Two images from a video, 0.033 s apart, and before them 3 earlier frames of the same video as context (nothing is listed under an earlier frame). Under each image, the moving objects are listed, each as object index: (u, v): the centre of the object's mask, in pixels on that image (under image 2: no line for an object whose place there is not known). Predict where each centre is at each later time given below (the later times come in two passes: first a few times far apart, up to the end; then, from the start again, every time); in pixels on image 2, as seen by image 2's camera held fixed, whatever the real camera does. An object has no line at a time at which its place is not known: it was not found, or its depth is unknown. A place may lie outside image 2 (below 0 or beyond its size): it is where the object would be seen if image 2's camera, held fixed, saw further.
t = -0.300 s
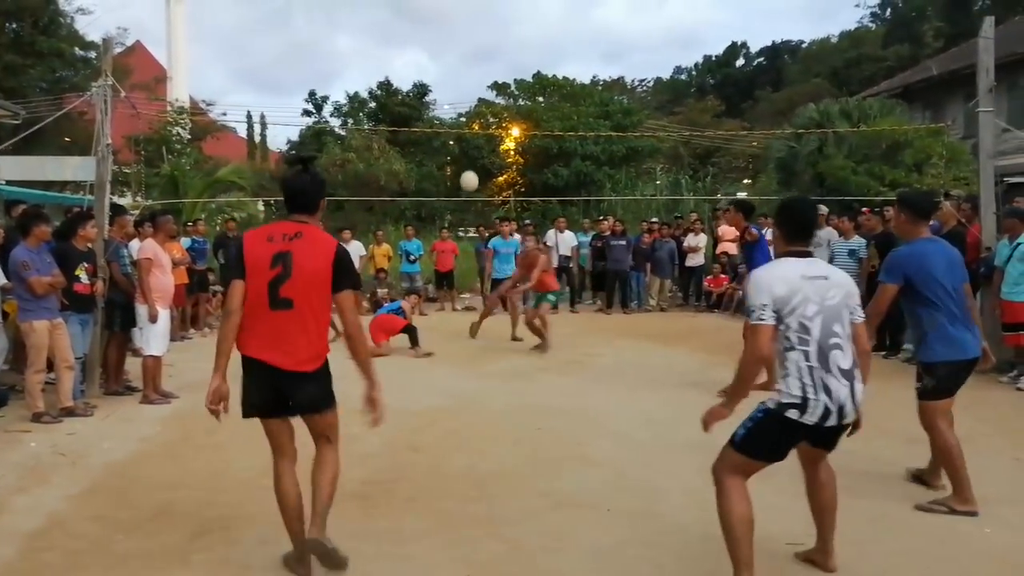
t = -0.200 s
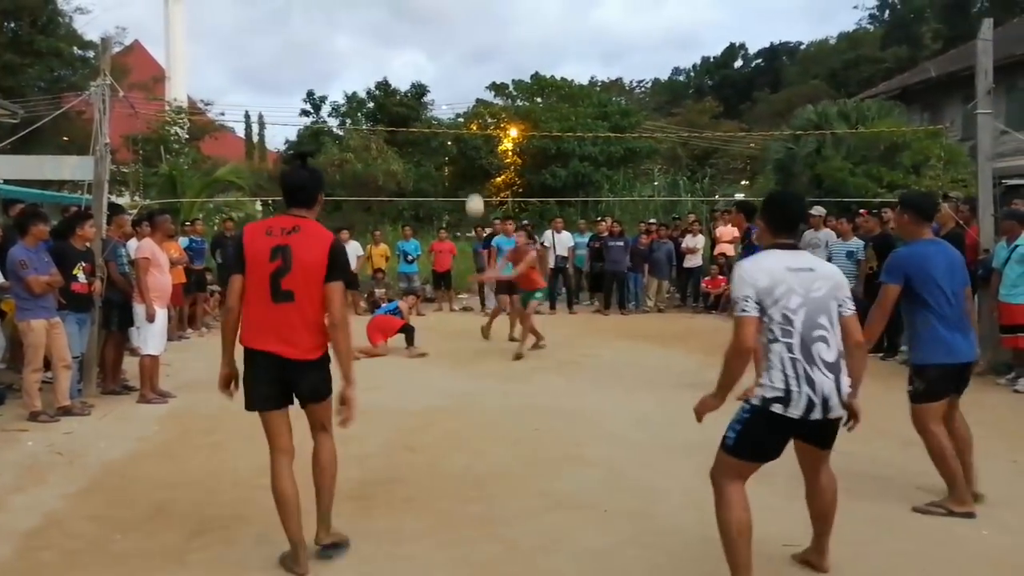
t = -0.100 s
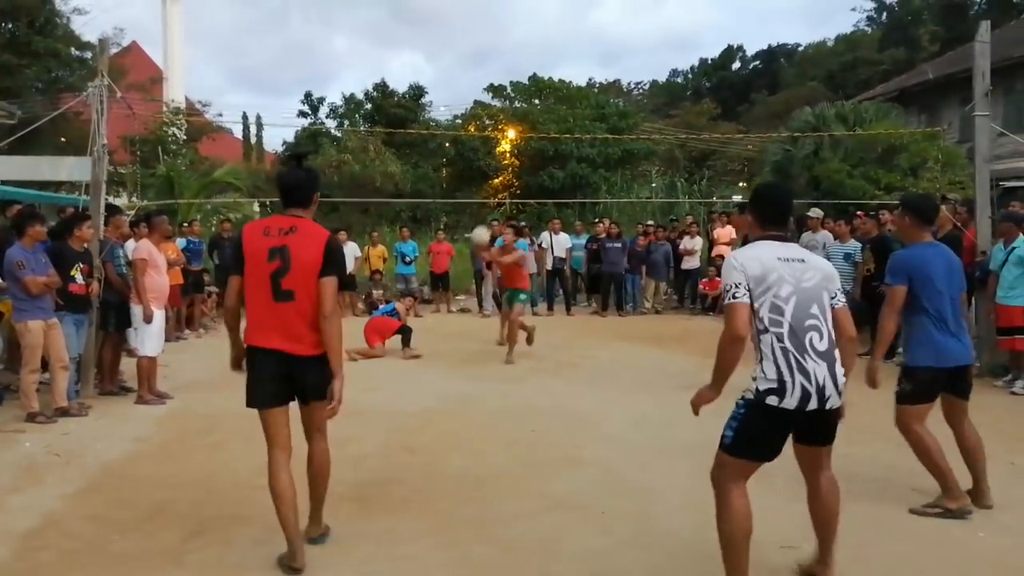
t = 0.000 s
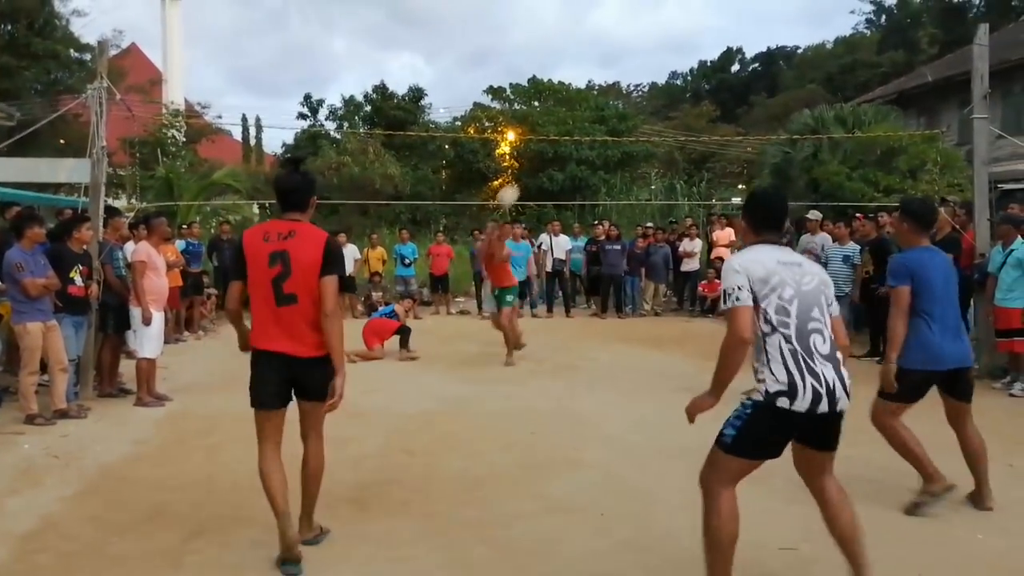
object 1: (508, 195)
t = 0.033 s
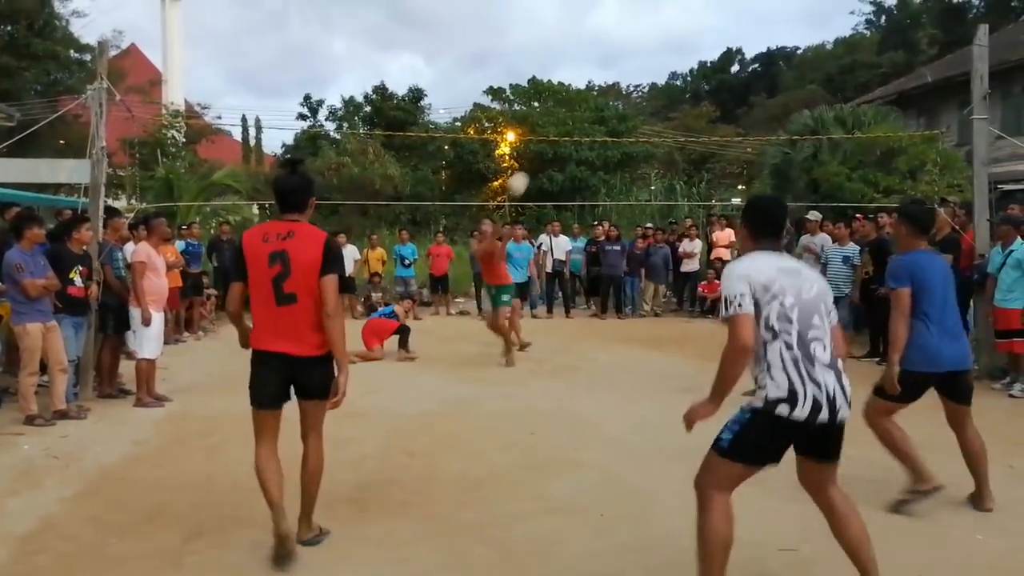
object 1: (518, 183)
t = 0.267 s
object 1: (593, 123)
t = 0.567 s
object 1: (698, 122)
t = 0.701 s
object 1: (745, 155)
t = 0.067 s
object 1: (528, 172)
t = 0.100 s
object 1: (538, 162)
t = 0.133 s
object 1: (549, 152)
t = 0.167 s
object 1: (559, 144)
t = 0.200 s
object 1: (571, 135)
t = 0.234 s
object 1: (582, 129)
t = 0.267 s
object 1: (593, 123)
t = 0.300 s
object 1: (604, 119)
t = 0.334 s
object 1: (616, 116)
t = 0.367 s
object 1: (628, 113)
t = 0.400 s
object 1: (639, 112)
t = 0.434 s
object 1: (651, 112)
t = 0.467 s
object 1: (663, 112)
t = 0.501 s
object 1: (675, 115)
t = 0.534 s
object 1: (687, 118)
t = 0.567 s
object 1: (698, 122)
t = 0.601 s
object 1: (711, 128)
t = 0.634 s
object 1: (723, 134)
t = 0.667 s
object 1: (734, 143)
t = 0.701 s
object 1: (745, 155)
